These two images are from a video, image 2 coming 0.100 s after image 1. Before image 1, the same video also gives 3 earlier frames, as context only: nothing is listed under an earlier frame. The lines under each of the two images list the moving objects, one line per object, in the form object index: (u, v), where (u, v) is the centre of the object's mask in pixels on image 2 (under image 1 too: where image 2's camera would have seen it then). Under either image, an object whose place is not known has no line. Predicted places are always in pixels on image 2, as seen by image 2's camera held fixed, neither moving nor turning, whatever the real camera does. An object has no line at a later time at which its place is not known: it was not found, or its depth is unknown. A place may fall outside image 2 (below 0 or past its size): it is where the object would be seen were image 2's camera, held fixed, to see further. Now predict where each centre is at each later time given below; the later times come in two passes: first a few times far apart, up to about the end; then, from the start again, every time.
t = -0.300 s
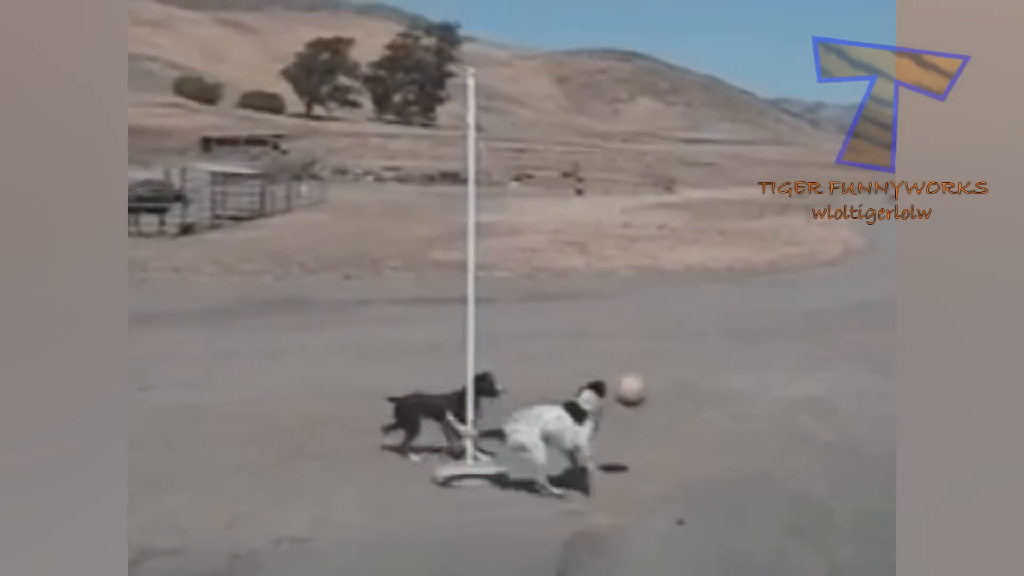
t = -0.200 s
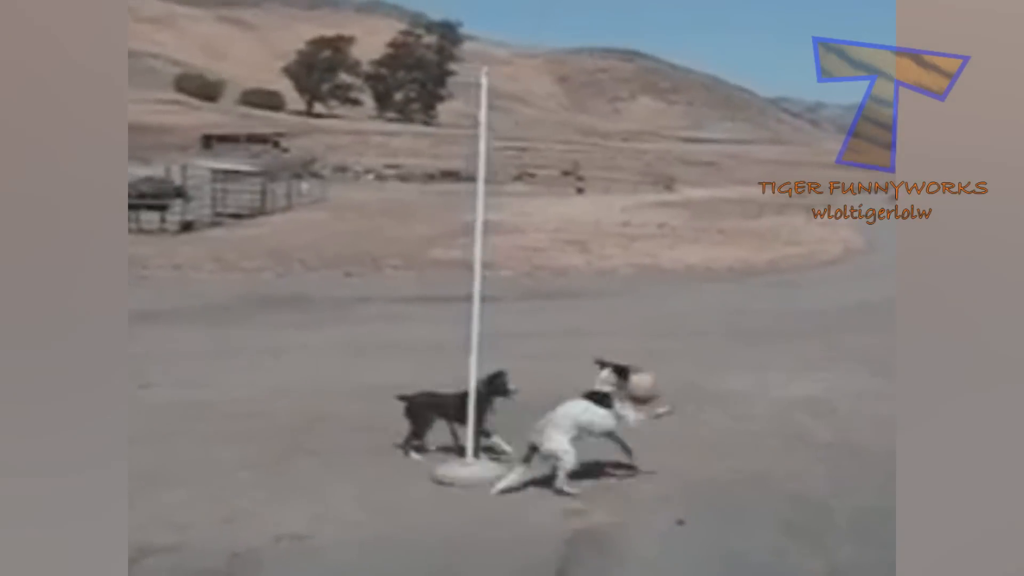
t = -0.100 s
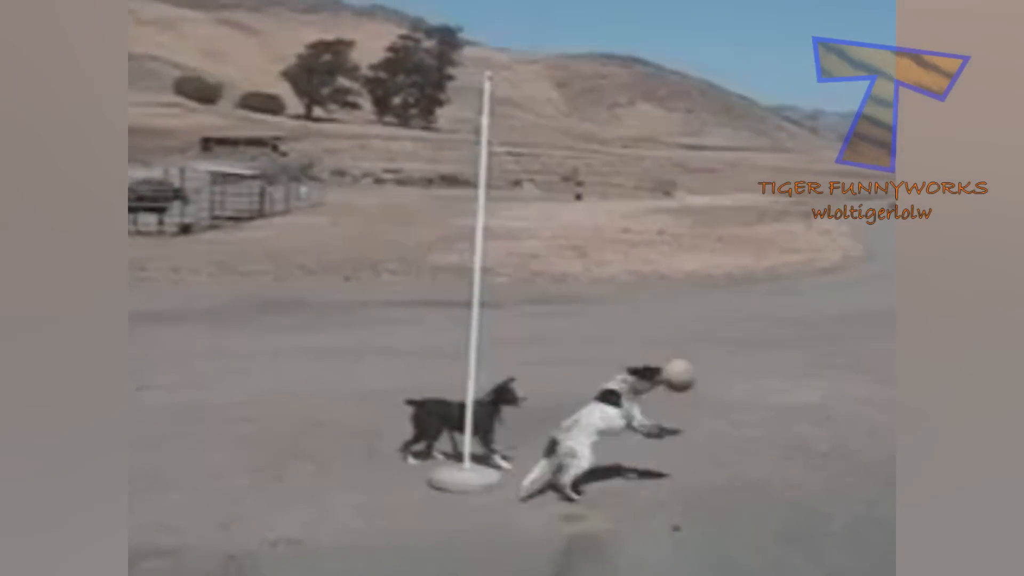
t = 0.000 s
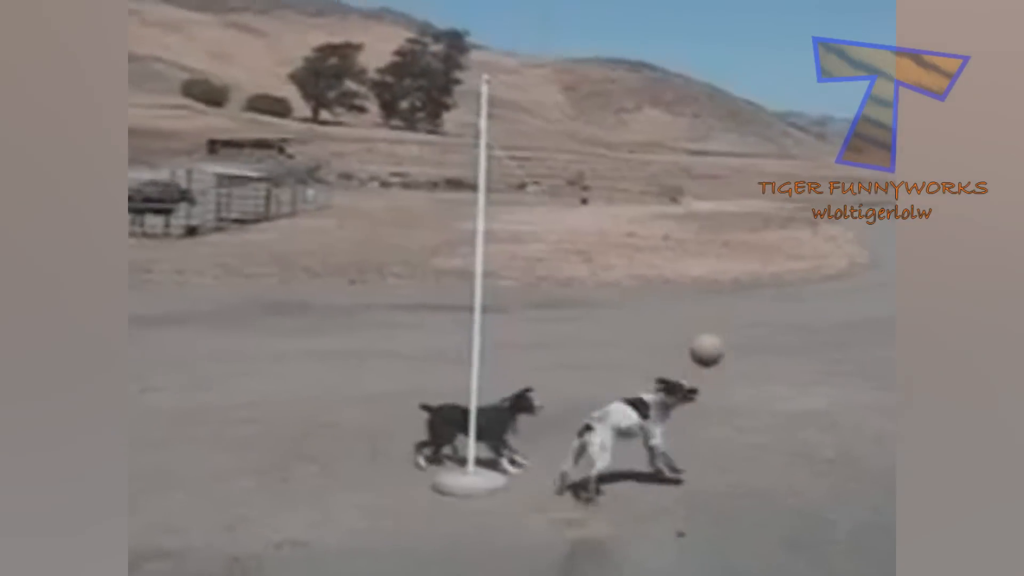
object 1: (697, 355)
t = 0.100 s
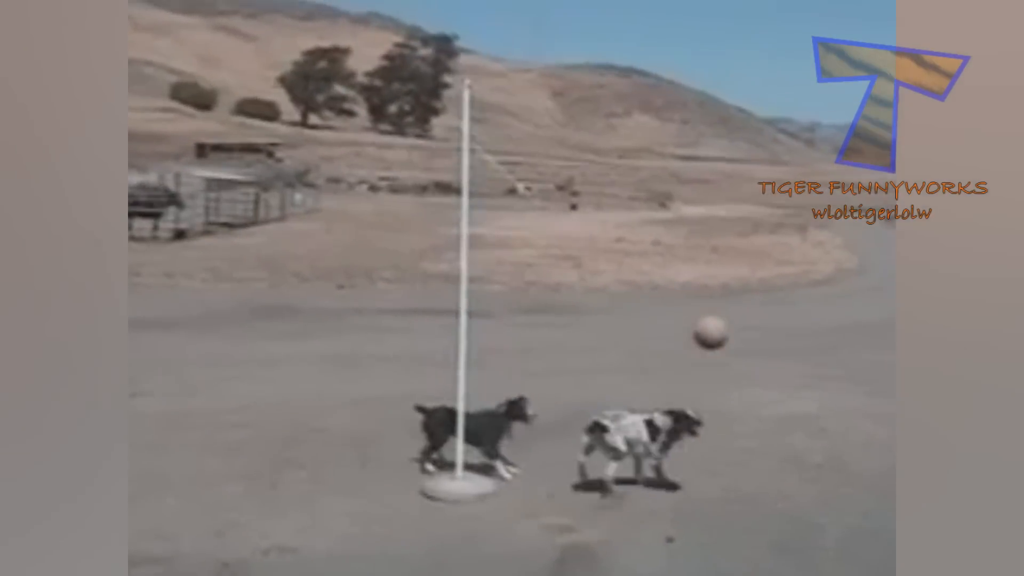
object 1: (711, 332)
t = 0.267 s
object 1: (718, 315)
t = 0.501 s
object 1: (698, 349)
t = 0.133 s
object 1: (714, 327)
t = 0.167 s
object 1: (716, 323)
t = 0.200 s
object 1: (718, 319)
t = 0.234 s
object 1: (718, 316)
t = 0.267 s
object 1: (718, 315)
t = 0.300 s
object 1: (717, 315)
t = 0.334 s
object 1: (716, 317)
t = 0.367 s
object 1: (714, 320)
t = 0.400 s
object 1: (712, 324)
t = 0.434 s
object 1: (707, 330)
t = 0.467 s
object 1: (703, 338)
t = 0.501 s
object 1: (698, 349)
